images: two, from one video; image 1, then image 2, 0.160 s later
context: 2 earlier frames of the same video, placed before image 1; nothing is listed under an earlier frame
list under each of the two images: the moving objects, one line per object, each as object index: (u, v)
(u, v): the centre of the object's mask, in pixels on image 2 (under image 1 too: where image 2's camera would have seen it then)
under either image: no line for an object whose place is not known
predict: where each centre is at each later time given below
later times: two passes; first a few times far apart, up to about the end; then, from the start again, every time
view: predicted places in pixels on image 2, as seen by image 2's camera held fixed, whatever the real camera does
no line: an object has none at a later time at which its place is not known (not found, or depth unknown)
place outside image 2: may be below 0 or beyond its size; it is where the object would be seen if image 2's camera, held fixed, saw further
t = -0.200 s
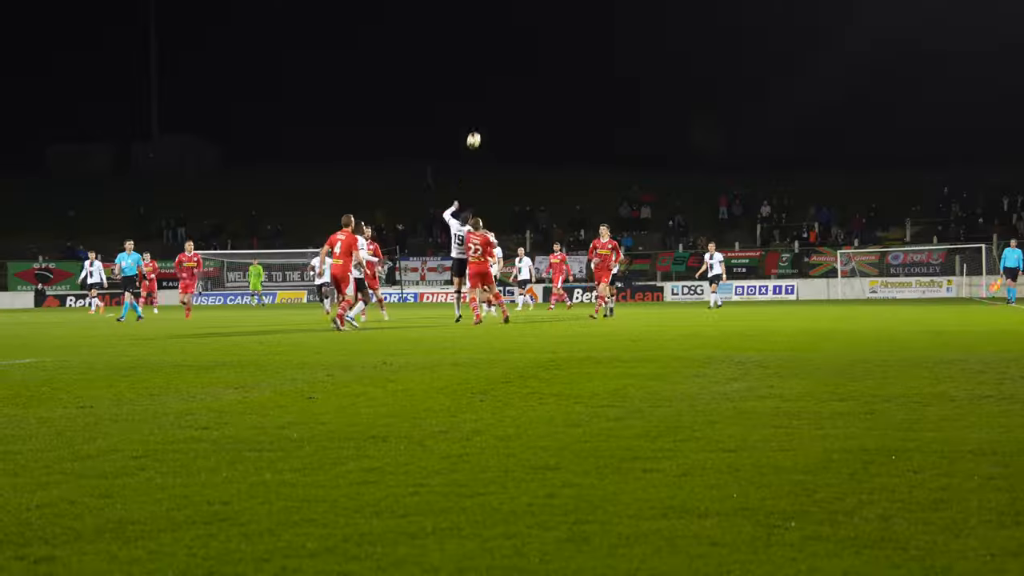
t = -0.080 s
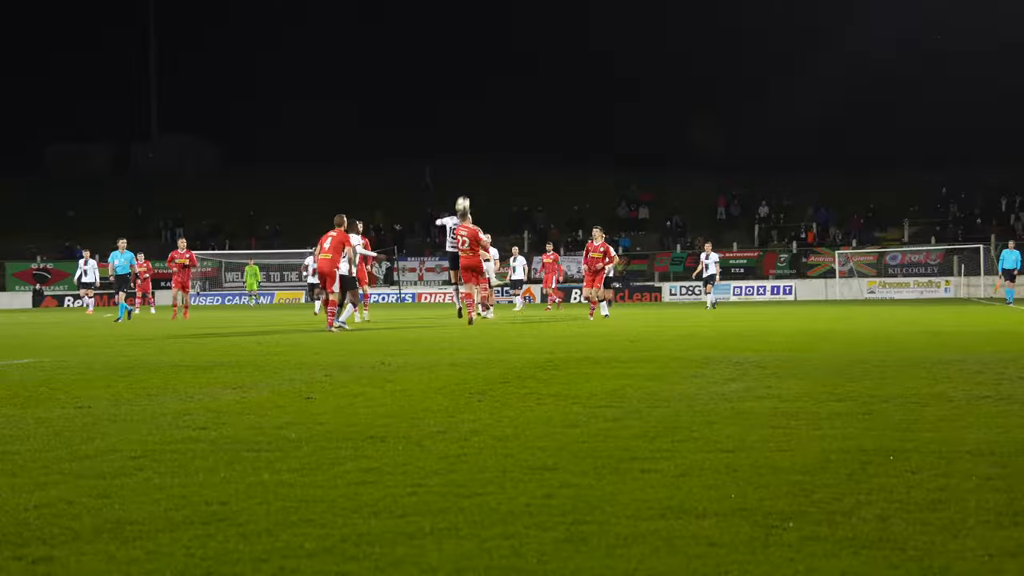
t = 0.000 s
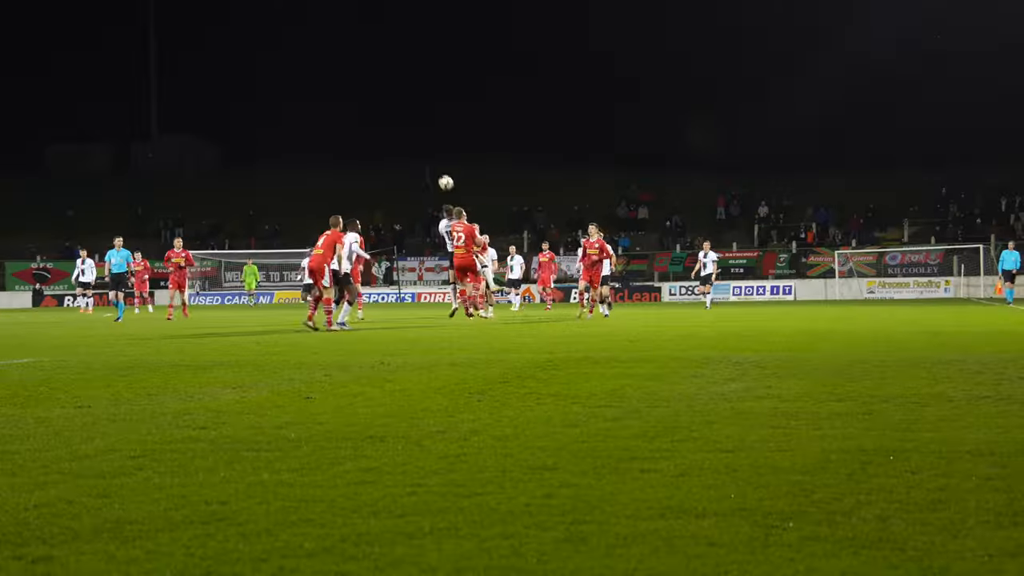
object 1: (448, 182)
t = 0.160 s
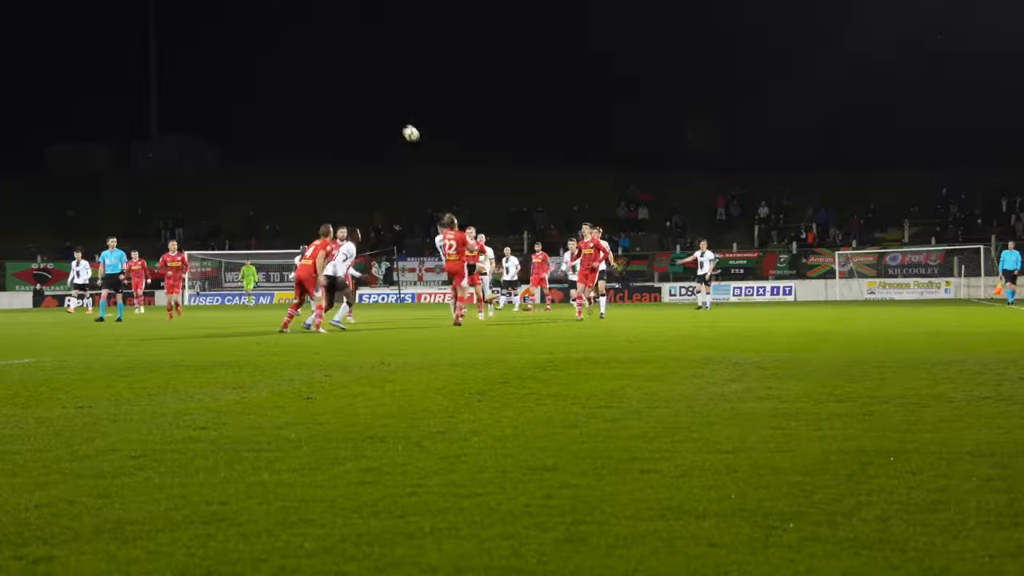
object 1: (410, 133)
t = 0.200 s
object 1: (401, 122)
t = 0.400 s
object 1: (360, 81)
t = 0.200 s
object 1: (401, 122)
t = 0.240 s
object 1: (392, 113)
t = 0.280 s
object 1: (383, 103)
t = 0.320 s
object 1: (374, 95)
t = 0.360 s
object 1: (368, 88)
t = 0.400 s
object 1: (360, 81)
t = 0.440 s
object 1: (356, 75)
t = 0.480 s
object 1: (357, 72)
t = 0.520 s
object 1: (360, 70)
